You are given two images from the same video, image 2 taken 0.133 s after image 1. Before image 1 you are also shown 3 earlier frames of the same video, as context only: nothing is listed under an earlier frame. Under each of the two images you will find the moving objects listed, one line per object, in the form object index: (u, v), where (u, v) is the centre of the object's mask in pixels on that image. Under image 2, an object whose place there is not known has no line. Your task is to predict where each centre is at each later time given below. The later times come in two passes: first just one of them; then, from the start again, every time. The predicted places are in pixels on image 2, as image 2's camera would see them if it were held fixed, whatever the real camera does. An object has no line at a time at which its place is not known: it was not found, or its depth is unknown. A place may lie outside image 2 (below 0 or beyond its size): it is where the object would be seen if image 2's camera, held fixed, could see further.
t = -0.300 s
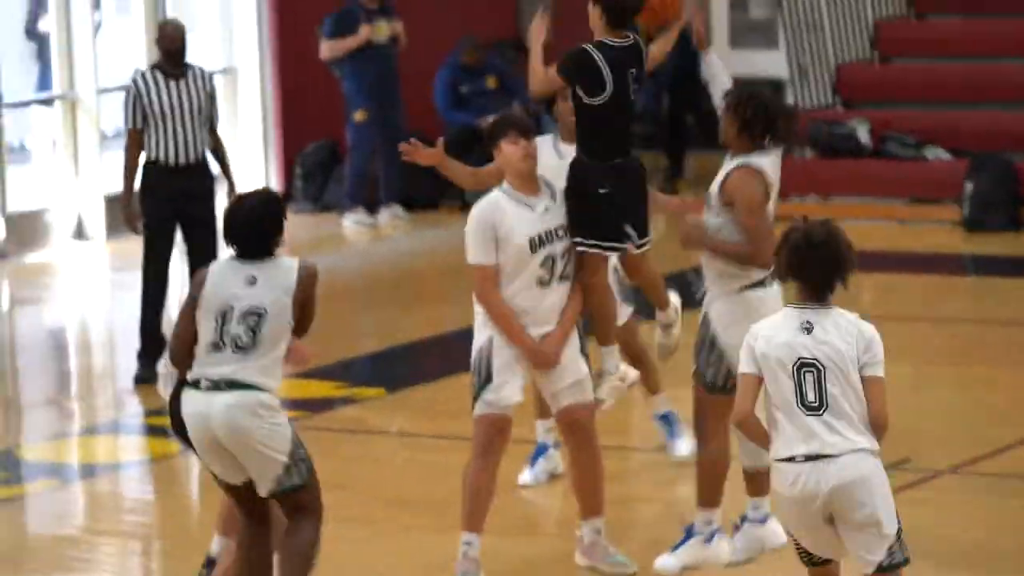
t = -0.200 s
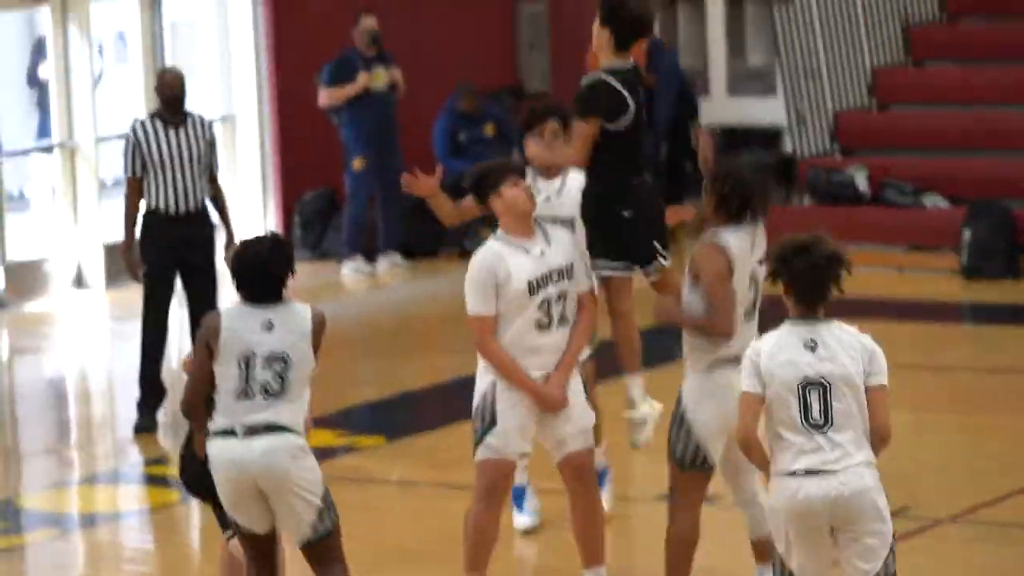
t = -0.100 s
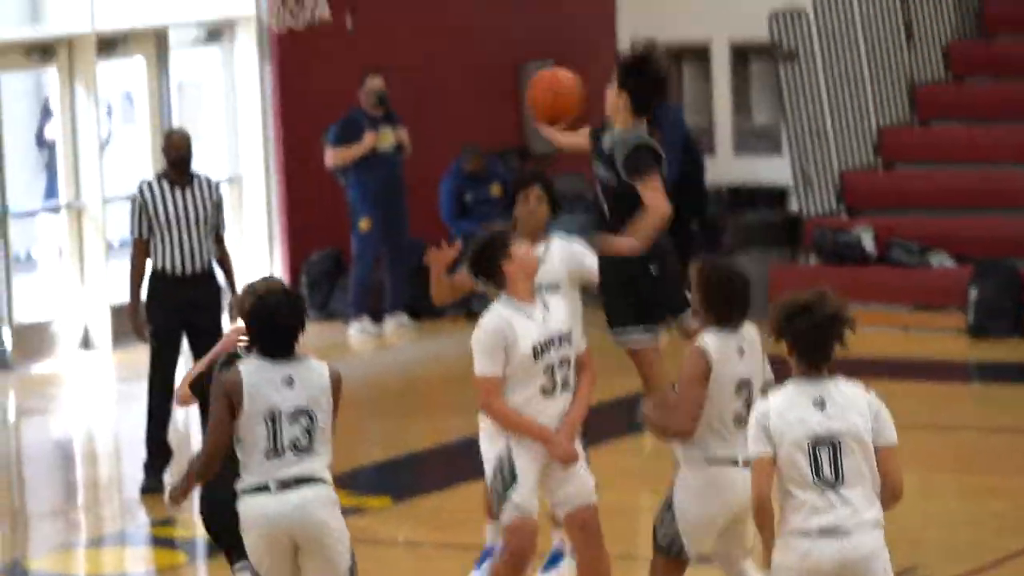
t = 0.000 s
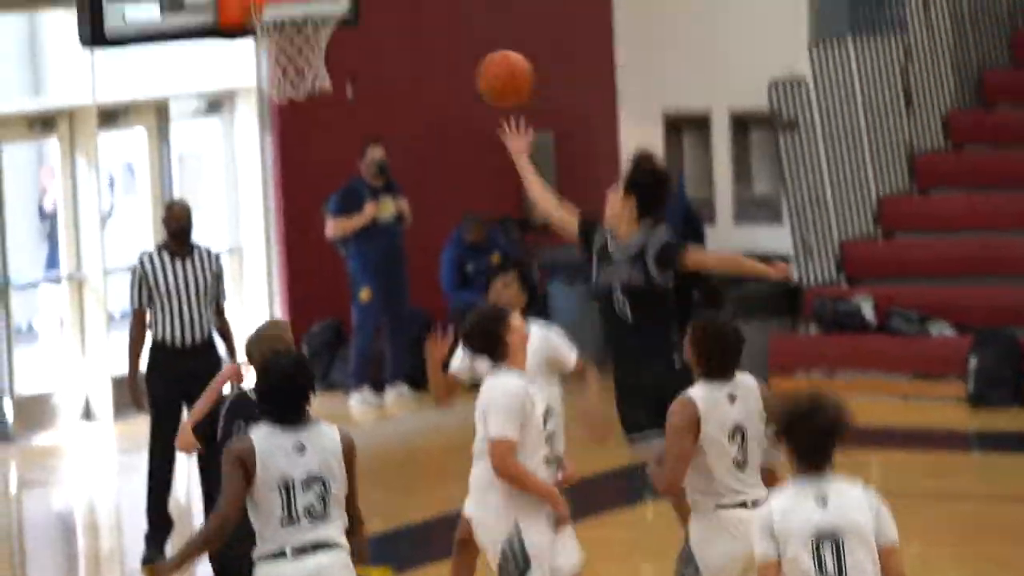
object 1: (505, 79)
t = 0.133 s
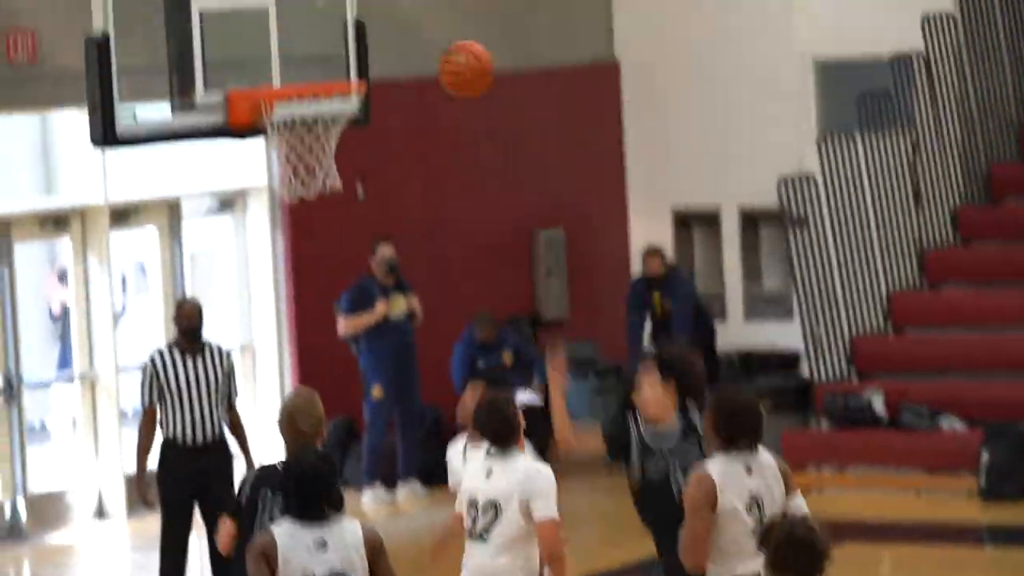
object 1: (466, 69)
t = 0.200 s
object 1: (442, 30)
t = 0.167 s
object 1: (454, 48)
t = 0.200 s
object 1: (442, 30)
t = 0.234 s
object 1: (430, 15)
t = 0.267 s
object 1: (419, 2)
